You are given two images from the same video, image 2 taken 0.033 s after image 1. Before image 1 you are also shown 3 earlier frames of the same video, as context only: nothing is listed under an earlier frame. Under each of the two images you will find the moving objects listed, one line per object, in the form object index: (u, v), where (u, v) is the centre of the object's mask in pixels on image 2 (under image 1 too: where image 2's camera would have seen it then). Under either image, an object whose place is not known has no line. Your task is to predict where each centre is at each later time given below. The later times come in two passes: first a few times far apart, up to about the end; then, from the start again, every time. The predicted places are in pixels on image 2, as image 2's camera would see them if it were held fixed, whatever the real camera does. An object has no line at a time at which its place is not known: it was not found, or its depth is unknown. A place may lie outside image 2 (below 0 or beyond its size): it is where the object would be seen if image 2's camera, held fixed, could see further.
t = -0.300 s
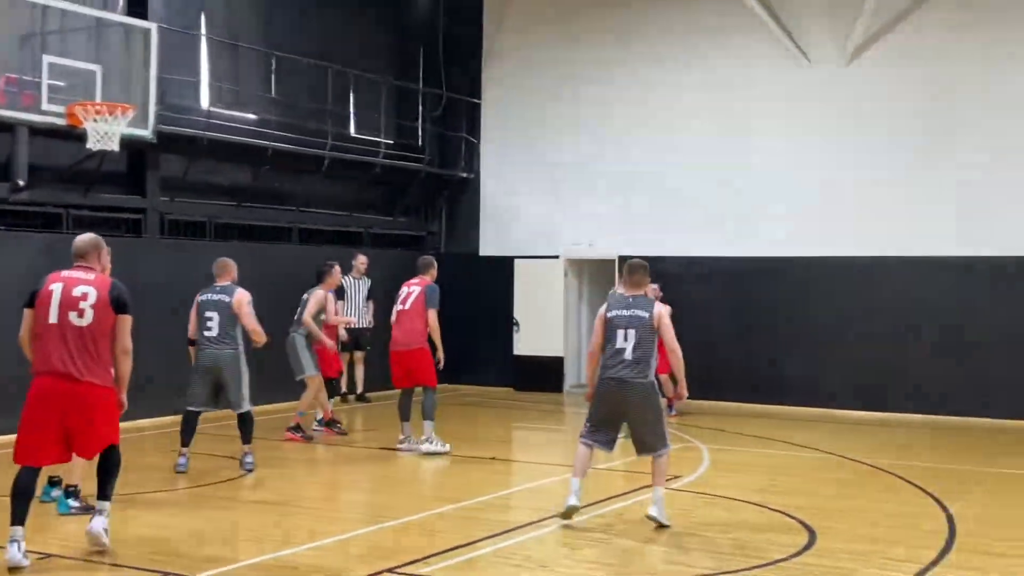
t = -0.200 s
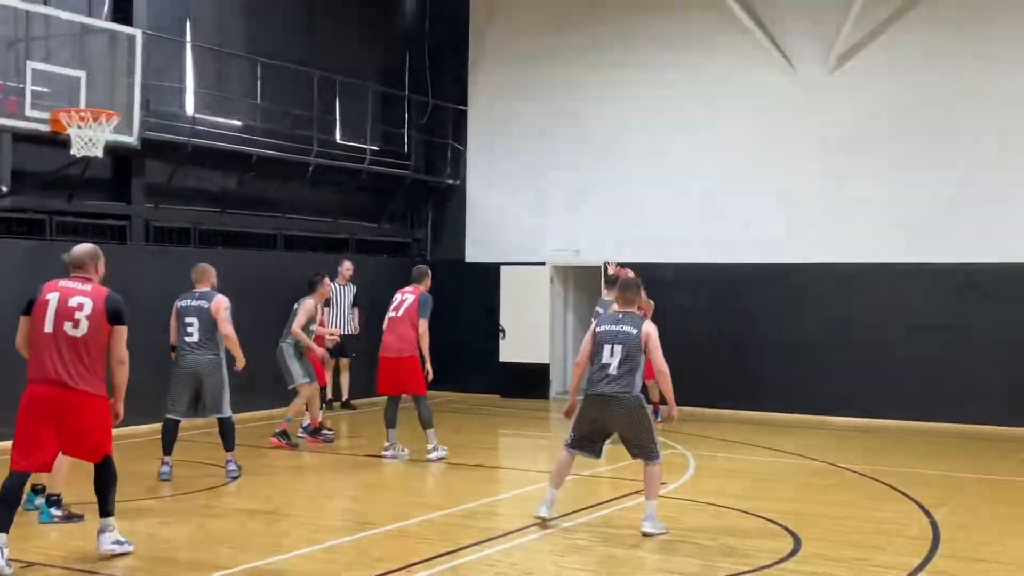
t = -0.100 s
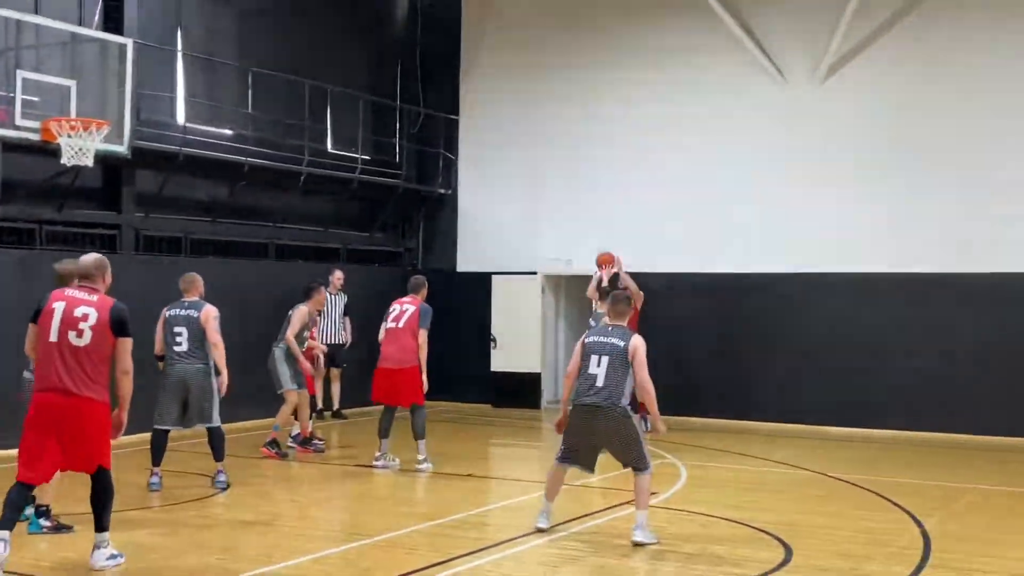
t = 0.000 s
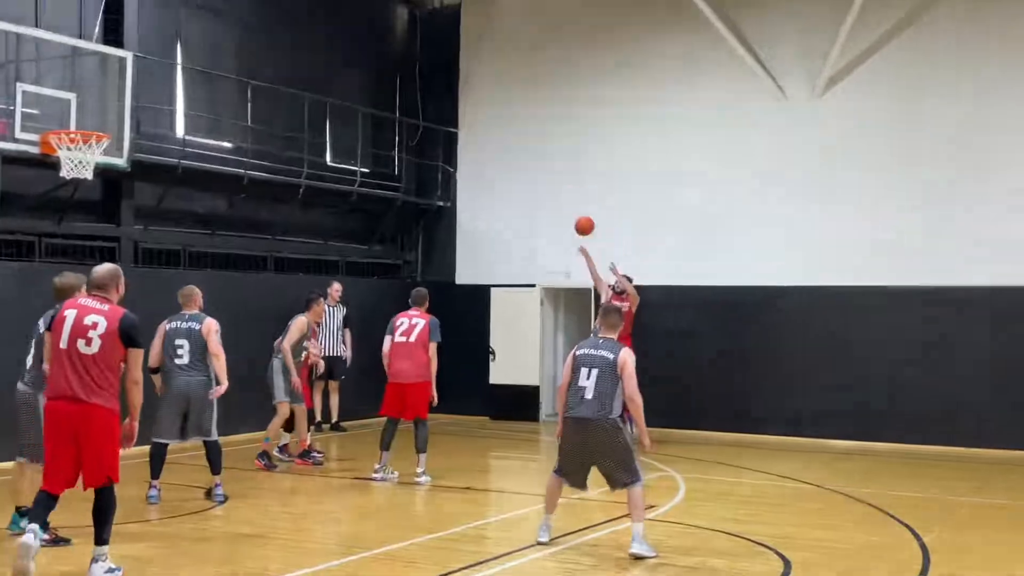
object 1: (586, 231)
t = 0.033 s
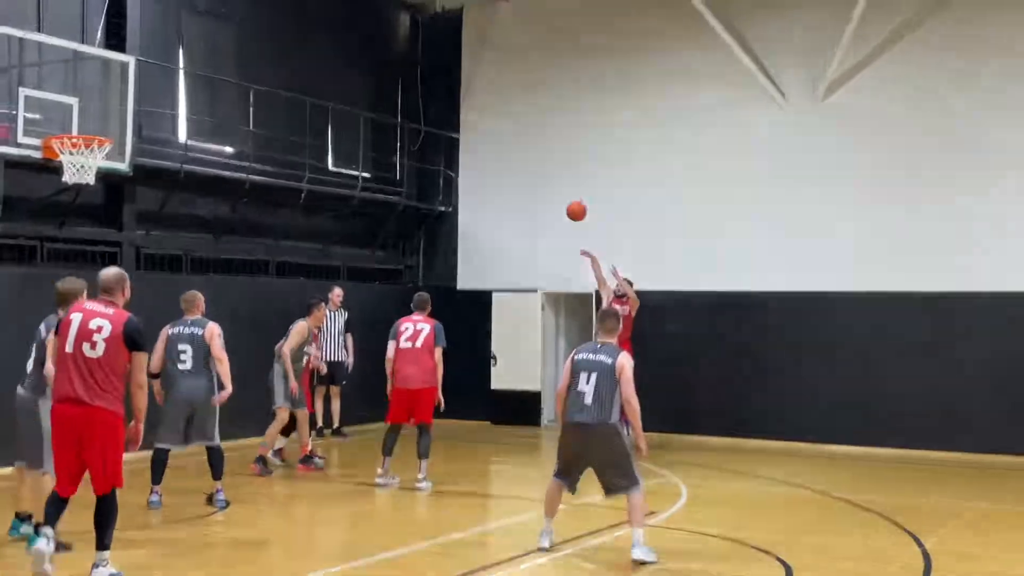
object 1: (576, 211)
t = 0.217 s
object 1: (521, 116)
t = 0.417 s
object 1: (458, 40)
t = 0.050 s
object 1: (572, 202)
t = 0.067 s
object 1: (567, 192)
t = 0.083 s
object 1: (562, 183)
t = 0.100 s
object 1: (557, 175)
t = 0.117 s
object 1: (552, 166)
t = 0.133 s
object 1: (547, 156)
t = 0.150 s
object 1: (543, 149)
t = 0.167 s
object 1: (537, 140)
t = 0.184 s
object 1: (532, 133)
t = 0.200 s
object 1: (527, 126)
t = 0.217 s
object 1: (521, 116)
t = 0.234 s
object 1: (516, 110)
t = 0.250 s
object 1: (511, 103)
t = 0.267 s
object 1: (505, 95)
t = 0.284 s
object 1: (500, 88)
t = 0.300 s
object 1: (496, 82)
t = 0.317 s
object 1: (490, 74)
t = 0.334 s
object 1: (485, 69)
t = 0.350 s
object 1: (481, 63)
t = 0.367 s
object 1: (475, 56)
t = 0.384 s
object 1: (468, 50)
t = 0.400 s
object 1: (463, 46)
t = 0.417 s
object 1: (458, 40)
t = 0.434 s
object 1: (452, 35)
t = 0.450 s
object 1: (446, 30)
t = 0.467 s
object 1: (440, 24)
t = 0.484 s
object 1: (434, 20)
